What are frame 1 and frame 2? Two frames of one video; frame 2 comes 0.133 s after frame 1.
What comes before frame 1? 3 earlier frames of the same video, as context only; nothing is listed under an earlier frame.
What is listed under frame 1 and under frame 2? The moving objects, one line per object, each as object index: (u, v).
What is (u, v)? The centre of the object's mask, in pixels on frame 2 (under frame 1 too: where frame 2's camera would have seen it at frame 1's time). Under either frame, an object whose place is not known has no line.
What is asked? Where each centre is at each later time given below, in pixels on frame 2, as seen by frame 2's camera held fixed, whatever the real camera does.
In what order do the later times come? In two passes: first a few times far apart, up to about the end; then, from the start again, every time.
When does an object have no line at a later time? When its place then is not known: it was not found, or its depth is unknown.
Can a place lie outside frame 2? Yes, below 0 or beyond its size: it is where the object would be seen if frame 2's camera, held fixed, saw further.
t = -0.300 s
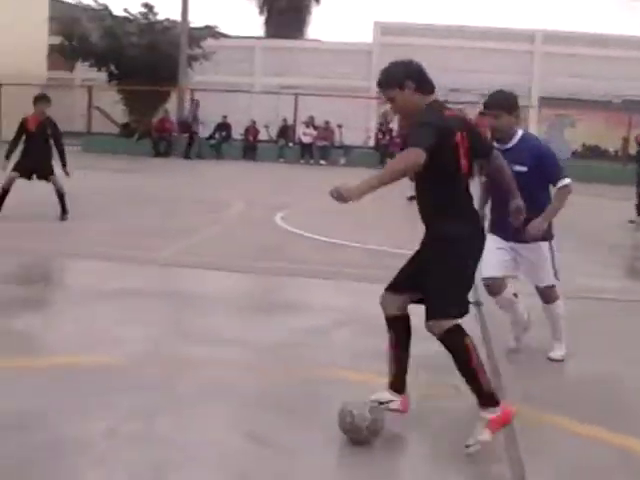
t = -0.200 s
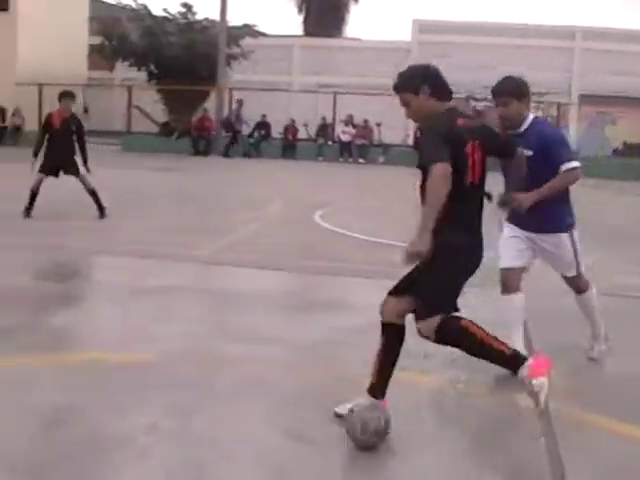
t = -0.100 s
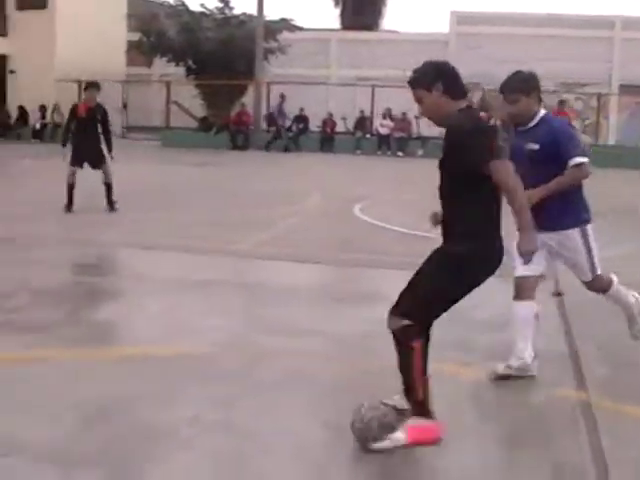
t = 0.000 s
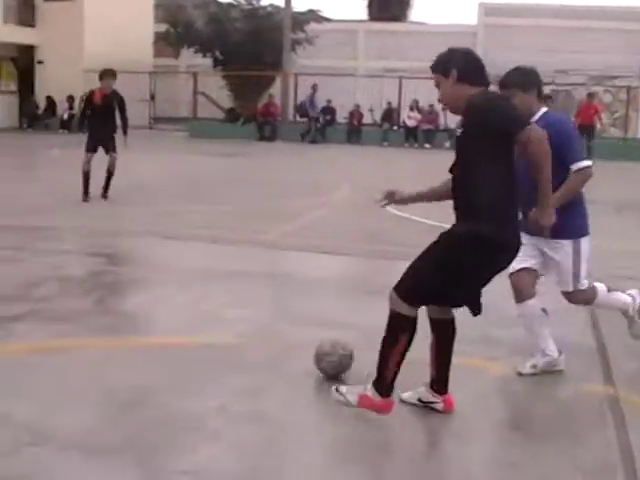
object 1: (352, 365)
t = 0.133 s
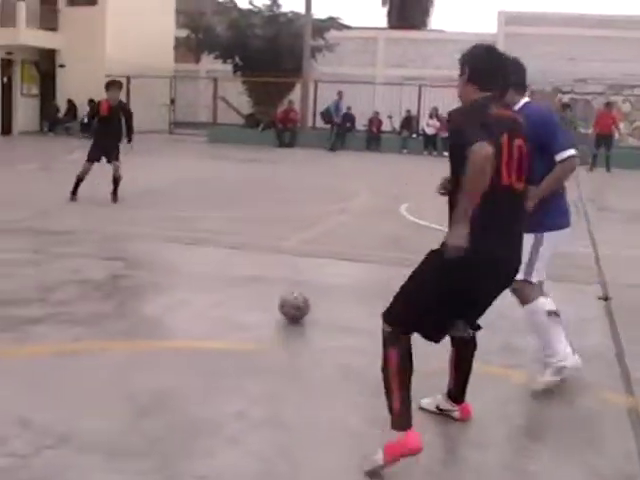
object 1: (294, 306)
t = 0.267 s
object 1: (259, 271)
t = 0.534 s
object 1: (220, 230)
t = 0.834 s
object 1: (195, 208)
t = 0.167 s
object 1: (284, 298)
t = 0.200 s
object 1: (275, 287)
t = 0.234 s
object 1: (267, 279)
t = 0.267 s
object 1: (259, 271)
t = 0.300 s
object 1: (253, 264)
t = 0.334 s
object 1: (248, 257)
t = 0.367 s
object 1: (243, 252)
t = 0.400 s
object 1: (237, 247)
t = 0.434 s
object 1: (232, 242)
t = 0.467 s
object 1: (228, 238)
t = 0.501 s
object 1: (225, 234)
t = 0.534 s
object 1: (220, 230)
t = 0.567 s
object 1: (218, 226)
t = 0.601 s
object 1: (213, 224)
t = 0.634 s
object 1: (211, 221)
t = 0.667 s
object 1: (209, 219)
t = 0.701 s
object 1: (205, 216)
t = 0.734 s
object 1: (203, 215)
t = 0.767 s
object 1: (200, 212)
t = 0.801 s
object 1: (198, 210)
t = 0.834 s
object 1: (195, 208)
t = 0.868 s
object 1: (193, 206)
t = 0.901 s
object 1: (191, 204)
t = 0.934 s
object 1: (188, 203)
